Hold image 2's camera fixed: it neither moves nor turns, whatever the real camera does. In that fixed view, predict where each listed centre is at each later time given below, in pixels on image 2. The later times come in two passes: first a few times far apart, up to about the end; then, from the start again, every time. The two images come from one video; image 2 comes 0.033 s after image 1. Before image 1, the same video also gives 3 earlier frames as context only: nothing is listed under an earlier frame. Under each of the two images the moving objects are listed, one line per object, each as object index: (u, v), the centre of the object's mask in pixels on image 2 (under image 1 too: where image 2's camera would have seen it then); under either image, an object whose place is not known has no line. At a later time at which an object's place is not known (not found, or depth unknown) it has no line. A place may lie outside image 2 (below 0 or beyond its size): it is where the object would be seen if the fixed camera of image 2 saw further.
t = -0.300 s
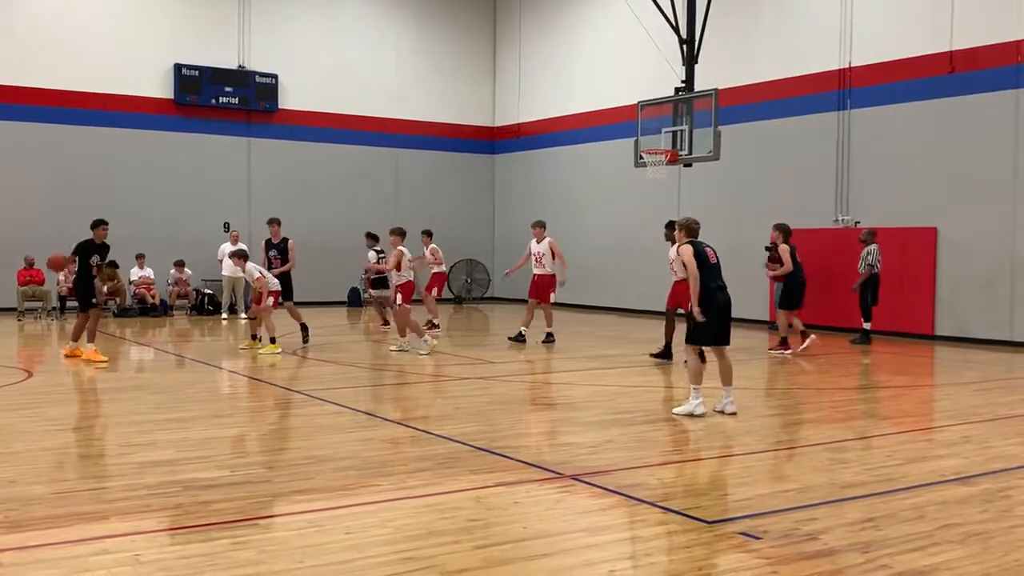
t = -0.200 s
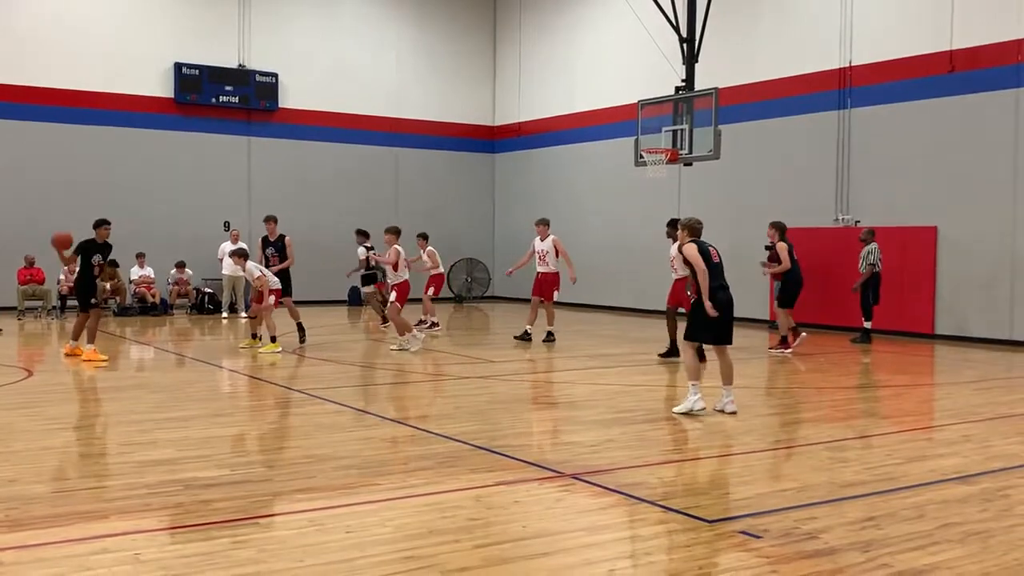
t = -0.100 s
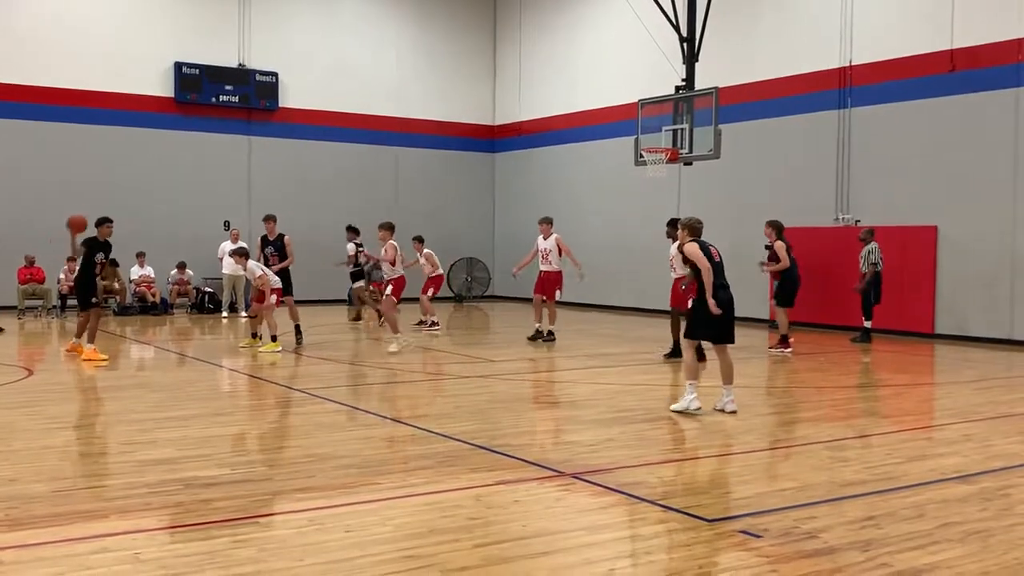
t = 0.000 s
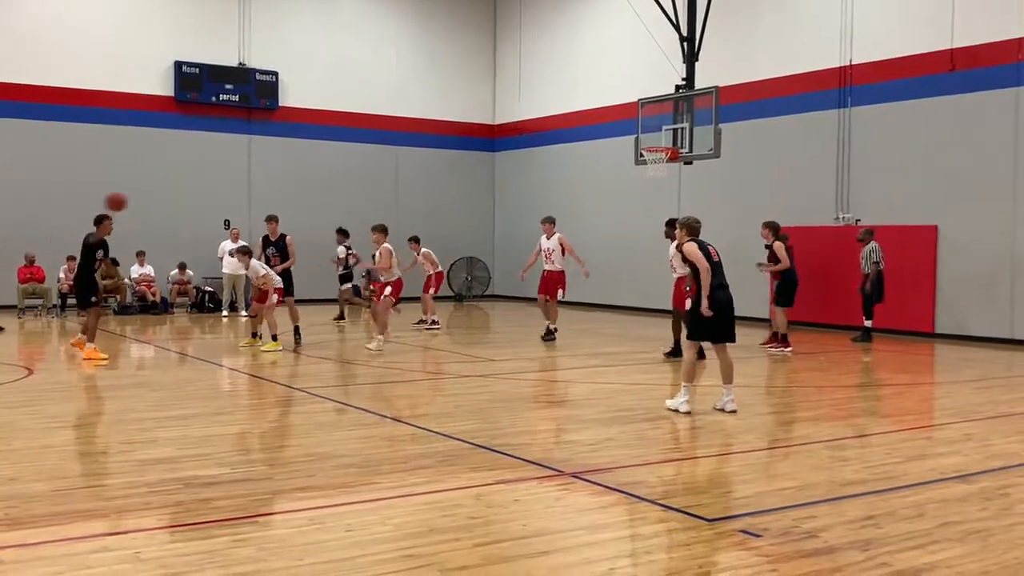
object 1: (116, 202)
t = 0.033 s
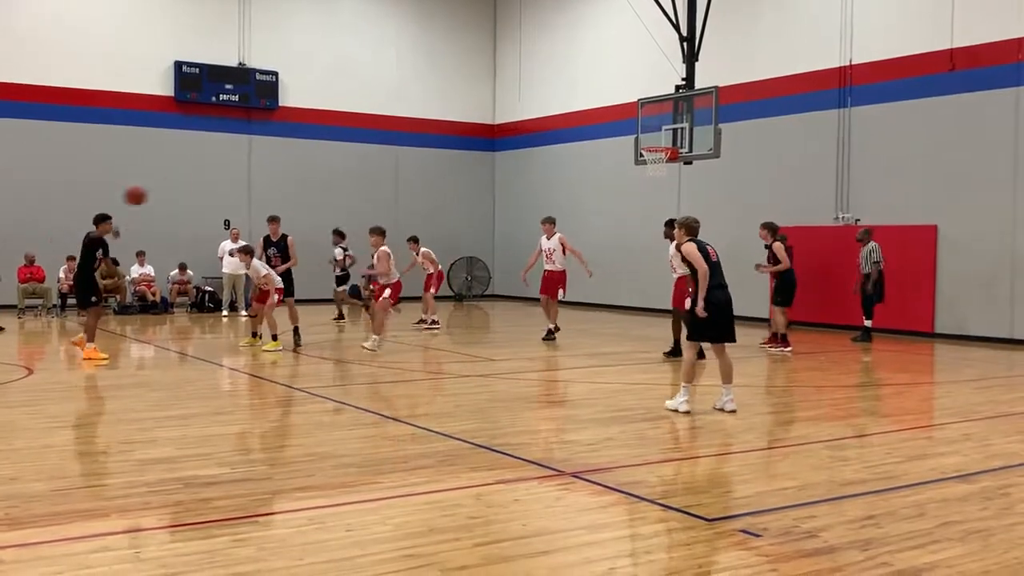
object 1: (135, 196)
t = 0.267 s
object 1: (283, 177)
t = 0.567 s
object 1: (505, 225)
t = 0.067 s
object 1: (155, 190)
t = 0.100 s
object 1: (175, 186)
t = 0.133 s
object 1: (195, 182)
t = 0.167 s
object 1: (217, 179)
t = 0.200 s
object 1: (239, 178)
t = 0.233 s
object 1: (260, 177)
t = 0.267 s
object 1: (283, 177)
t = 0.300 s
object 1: (306, 179)
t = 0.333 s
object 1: (329, 180)
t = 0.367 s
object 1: (352, 184)
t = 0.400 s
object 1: (377, 188)
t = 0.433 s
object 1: (401, 193)
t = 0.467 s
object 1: (426, 199)
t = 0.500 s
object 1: (451, 206)
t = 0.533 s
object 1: (478, 215)
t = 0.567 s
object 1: (505, 225)
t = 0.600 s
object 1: (533, 236)
